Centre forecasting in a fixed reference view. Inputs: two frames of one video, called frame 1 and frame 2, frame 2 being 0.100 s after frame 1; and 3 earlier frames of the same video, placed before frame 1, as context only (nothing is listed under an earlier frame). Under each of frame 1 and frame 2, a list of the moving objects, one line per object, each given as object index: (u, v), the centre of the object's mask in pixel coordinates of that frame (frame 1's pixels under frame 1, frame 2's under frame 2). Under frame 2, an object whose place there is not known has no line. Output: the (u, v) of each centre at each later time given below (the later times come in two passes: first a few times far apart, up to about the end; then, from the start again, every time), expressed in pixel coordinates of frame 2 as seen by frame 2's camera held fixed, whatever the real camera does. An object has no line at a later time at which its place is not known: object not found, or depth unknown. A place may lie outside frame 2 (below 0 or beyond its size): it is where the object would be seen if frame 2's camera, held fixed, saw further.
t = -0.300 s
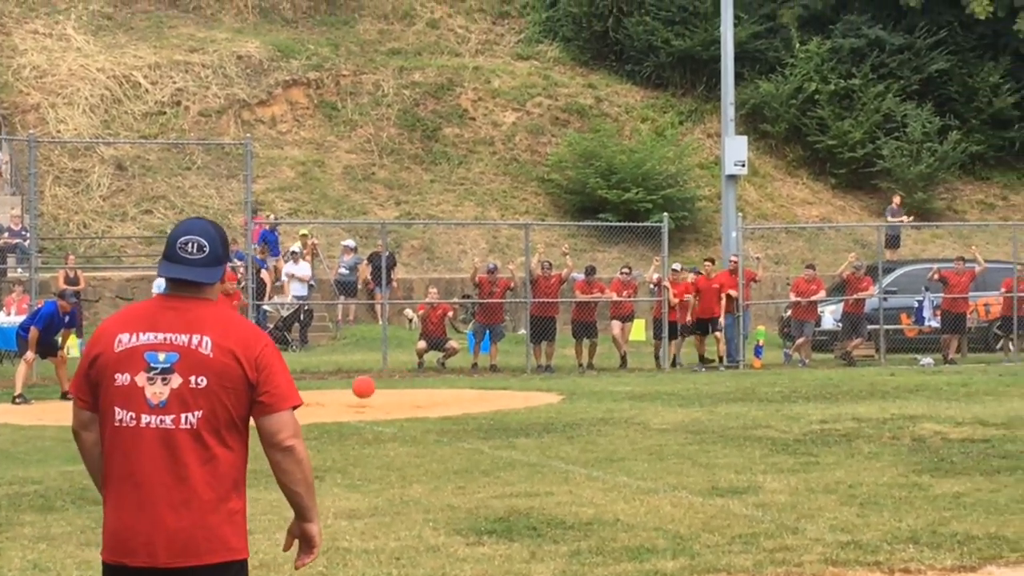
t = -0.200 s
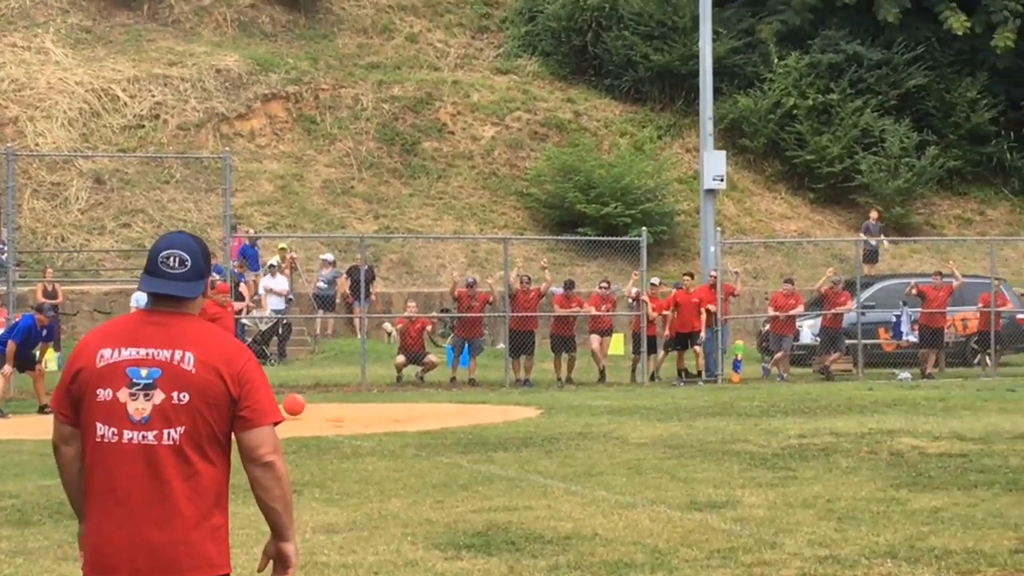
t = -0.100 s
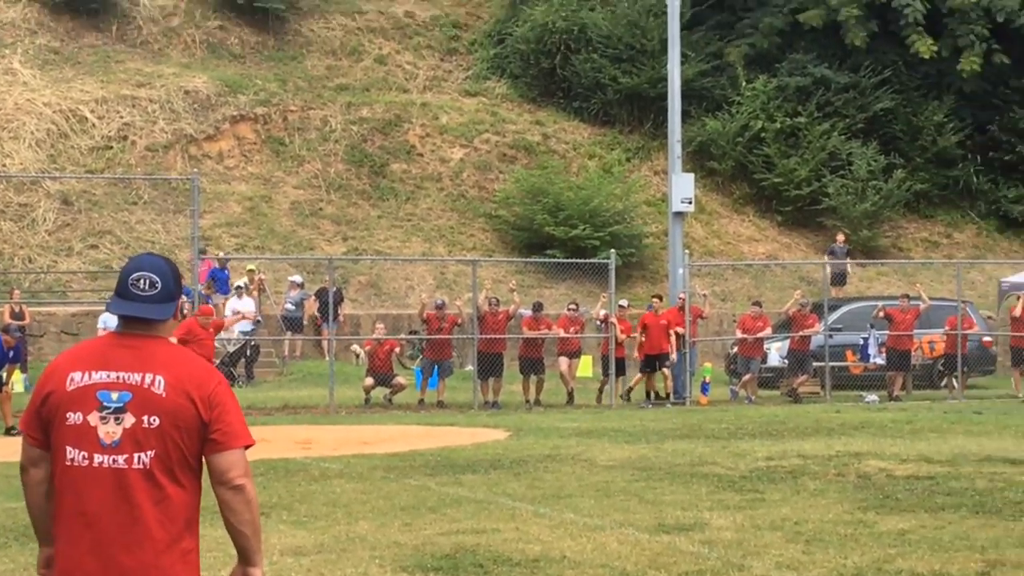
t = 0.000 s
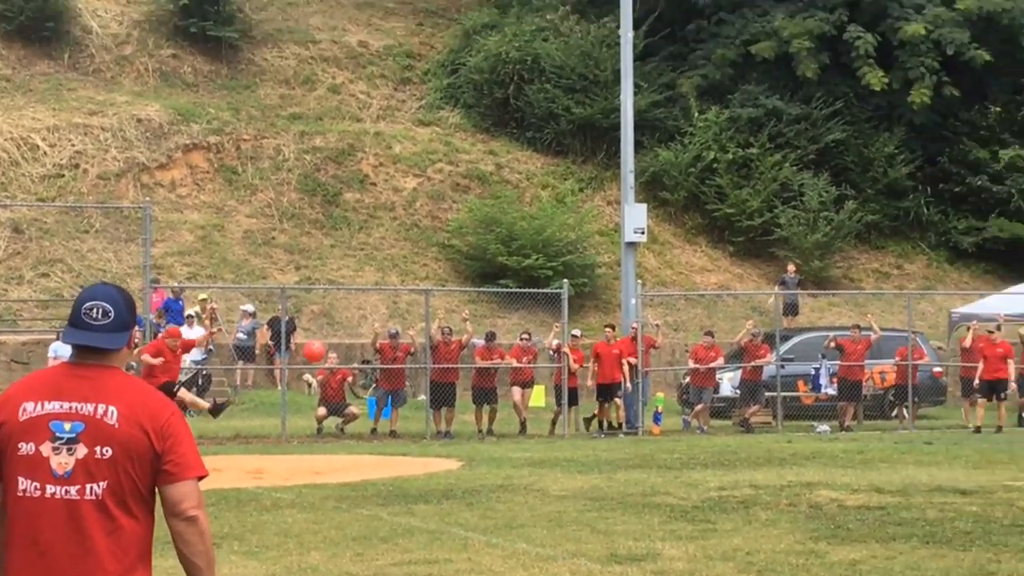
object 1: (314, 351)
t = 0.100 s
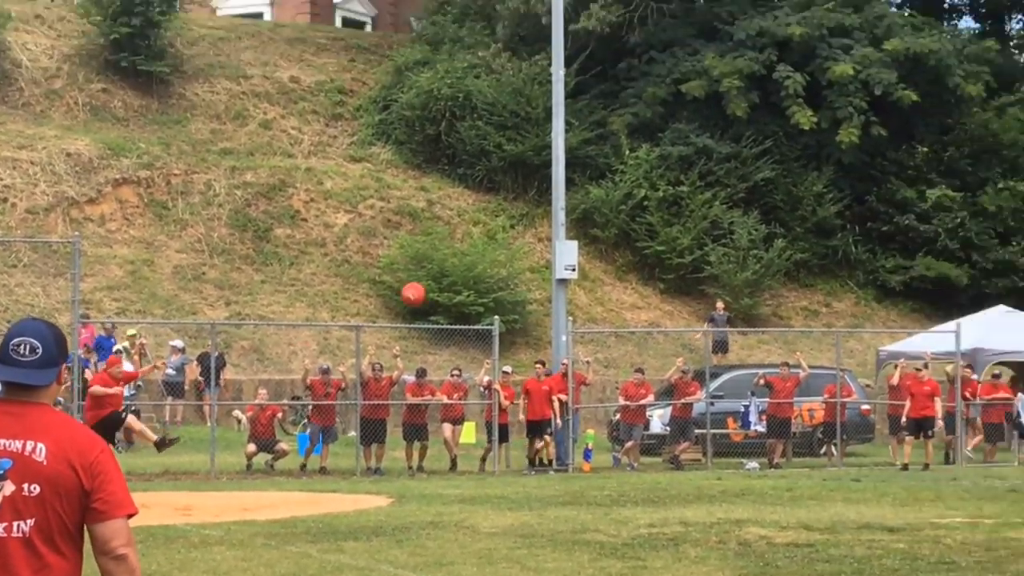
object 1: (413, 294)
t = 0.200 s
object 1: (579, 211)
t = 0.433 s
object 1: (973, 45)
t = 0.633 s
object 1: (1355, -80)
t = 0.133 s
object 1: (470, 265)
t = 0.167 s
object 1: (525, 238)
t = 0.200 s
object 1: (579, 211)
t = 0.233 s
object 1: (637, 185)
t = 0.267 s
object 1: (692, 161)
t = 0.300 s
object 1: (747, 137)
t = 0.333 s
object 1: (803, 113)
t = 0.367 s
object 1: (859, 90)
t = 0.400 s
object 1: (915, 68)
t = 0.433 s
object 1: (973, 45)
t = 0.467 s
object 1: (1033, 24)
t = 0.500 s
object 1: (1094, 2)
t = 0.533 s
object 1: (1155, -18)
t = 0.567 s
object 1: (1219, -39)
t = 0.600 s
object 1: (1286, -59)
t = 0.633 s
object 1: (1355, -80)
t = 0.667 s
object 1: (1426, -100)
